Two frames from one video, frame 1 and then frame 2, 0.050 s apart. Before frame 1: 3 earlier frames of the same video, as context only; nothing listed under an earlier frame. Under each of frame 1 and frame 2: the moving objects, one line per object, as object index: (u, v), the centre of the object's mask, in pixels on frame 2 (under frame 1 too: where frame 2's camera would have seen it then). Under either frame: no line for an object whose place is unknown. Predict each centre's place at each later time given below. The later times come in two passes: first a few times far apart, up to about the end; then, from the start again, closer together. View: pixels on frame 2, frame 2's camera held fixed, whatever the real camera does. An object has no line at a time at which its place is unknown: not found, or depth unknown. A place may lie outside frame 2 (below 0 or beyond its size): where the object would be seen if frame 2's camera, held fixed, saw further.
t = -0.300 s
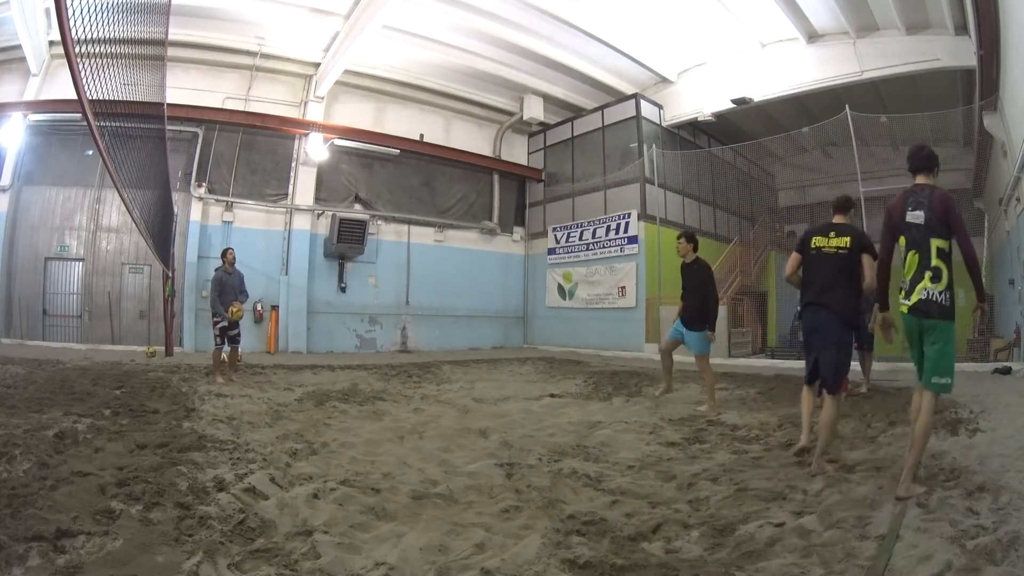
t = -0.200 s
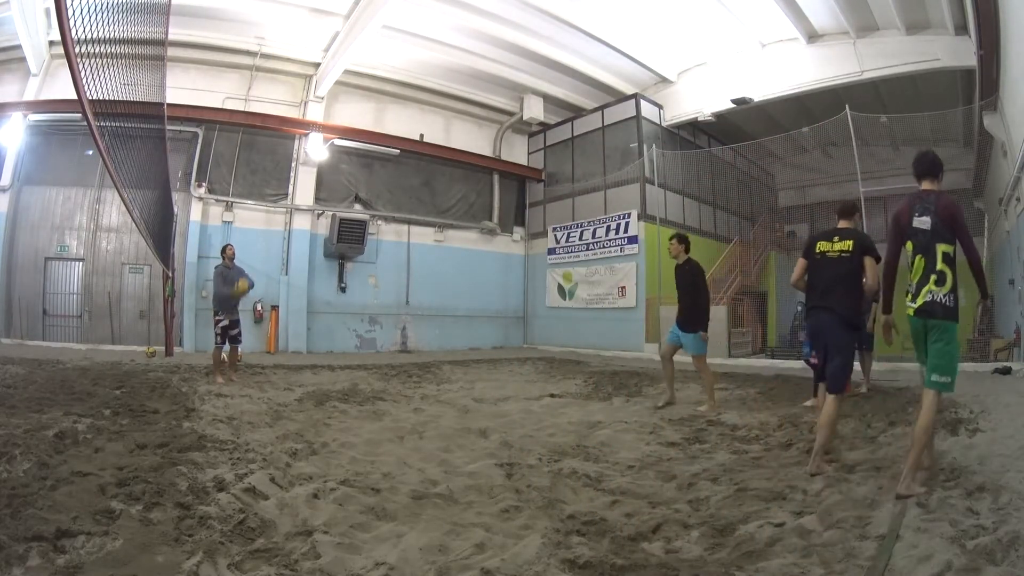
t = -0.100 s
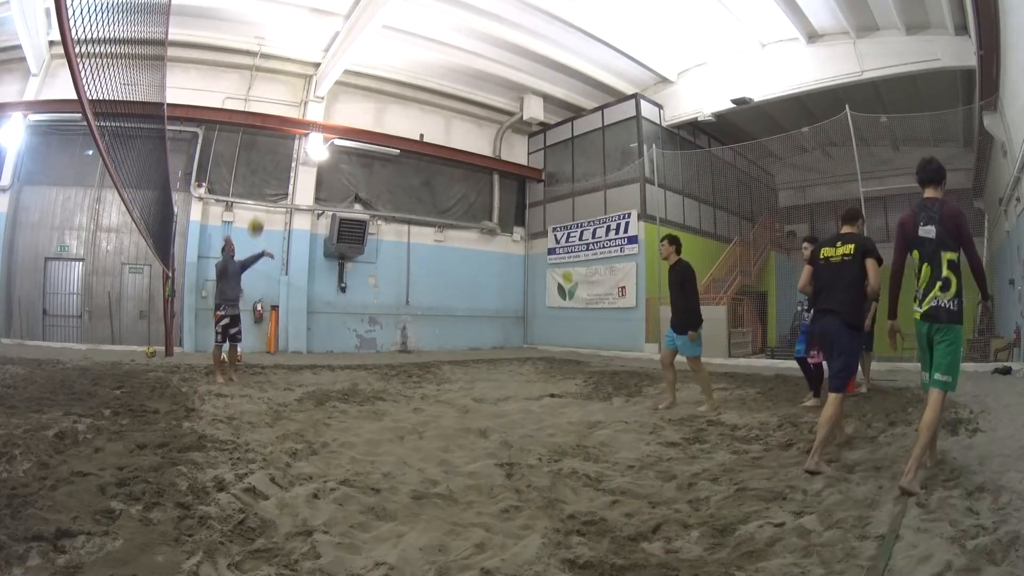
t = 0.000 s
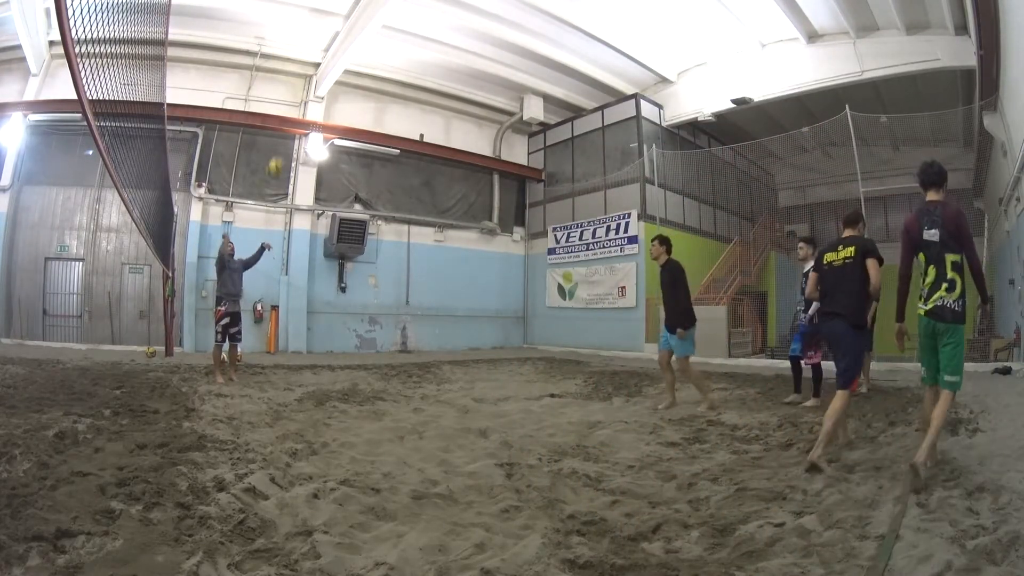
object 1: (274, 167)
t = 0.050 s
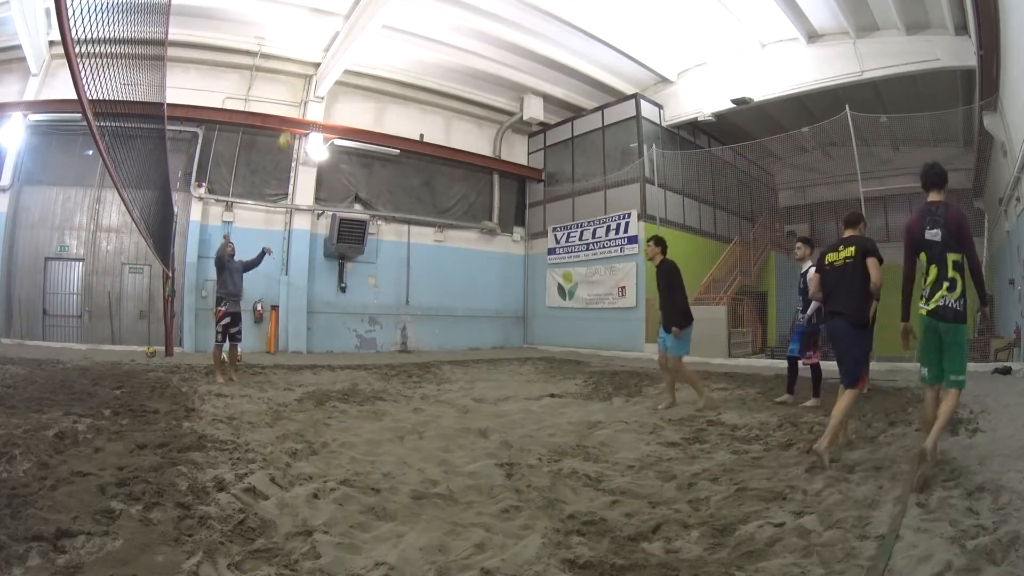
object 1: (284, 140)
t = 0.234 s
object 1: (322, 69)
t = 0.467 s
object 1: (365, 16)
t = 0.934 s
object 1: (436, 14)
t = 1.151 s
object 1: (467, 61)
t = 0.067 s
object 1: (289, 132)
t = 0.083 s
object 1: (292, 126)
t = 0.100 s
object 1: (296, 119)
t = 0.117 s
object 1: (299, 111)
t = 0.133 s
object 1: (302, 105)
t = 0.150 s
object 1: (305, 98)
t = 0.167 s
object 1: (308, 93)
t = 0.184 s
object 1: (313, 85)
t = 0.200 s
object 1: (314, 80)
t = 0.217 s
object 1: (319, 74)
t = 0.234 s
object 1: (322, 69)
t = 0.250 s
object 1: (326, 63)
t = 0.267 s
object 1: (329, 58)
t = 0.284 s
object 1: (331, 54)
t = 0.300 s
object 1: (335, 49)
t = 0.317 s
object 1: (339, 45)
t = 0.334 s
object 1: (341, 41)
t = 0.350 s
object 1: (344, 37)
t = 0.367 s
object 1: (347, 34)
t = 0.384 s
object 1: (350, 31)
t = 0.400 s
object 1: (354, 27)
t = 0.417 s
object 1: (357, 24)
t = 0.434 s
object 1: (359, 21)
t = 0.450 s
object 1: (362, 19)
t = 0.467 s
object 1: (365, 16)
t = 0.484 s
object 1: (368, 14)
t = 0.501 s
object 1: (371, 12)
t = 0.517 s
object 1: (374, 9)
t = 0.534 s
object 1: (377, 7)
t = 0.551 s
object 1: (379, 6)
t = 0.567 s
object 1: (381, 6)
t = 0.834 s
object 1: (422, 5)
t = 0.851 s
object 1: (424, 6)
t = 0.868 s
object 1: (427, 6)
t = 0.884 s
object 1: (429, 7)
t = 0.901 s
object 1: (431, 10)
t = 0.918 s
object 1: (434, 11)
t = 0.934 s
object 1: (436, 14)
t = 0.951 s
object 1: (439, 16)
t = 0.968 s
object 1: (441, 18)
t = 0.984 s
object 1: (443, 21)
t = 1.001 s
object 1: (445, 24)
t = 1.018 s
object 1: (448, 27)
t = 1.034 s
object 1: (451, 30)
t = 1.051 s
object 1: (453, 34)
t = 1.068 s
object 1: (456, 39)
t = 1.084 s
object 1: (458, 43)
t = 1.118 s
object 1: (462, 51)
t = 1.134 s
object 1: (464, 57)
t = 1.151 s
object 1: (467, 61)
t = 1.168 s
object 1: (469, 67)
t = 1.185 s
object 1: (472, 72)
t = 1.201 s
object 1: (475, 79)
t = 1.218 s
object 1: (476, 85)
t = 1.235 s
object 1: (478, 91)
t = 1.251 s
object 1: (481, 98)
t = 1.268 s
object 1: (484, 106)
